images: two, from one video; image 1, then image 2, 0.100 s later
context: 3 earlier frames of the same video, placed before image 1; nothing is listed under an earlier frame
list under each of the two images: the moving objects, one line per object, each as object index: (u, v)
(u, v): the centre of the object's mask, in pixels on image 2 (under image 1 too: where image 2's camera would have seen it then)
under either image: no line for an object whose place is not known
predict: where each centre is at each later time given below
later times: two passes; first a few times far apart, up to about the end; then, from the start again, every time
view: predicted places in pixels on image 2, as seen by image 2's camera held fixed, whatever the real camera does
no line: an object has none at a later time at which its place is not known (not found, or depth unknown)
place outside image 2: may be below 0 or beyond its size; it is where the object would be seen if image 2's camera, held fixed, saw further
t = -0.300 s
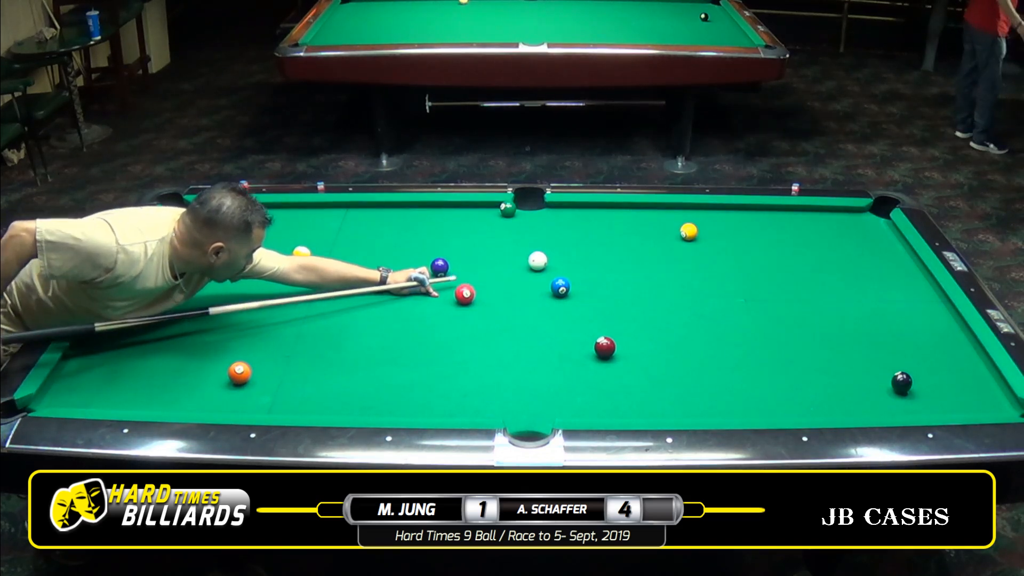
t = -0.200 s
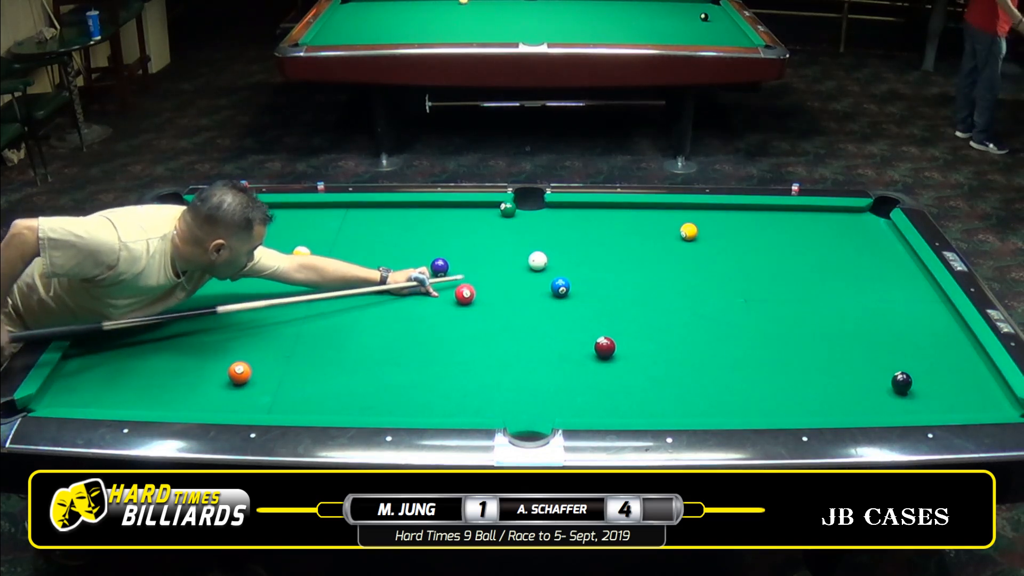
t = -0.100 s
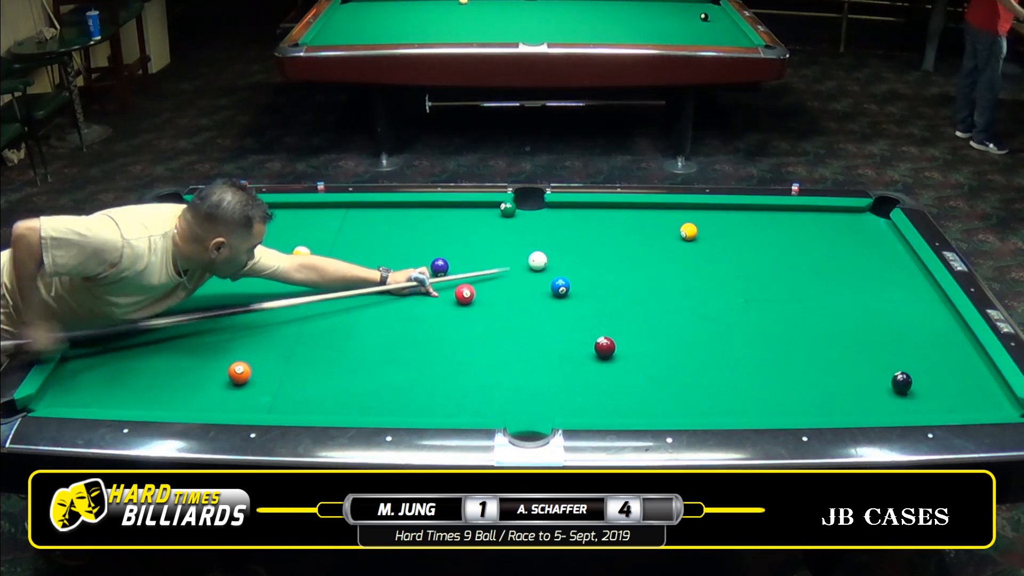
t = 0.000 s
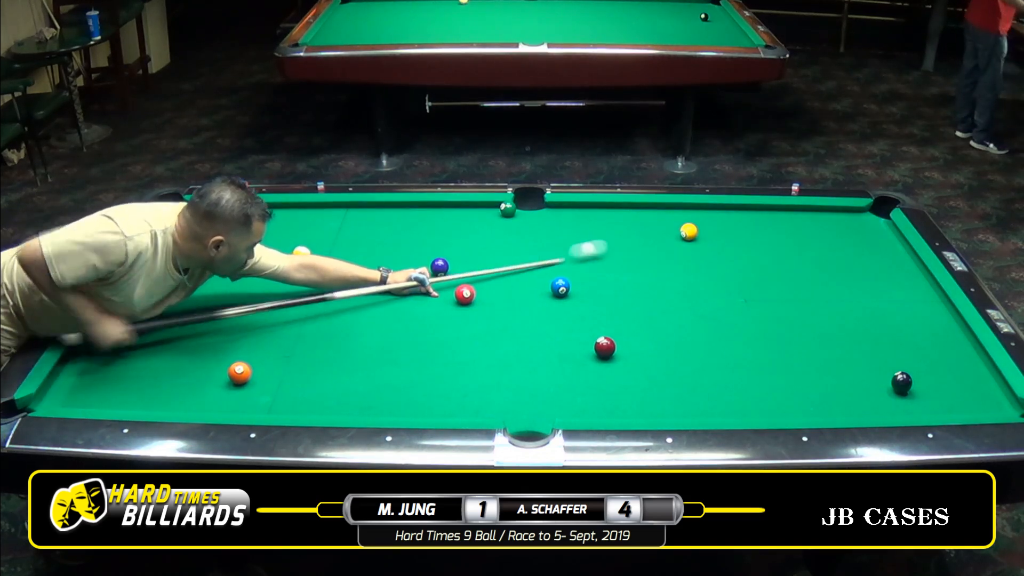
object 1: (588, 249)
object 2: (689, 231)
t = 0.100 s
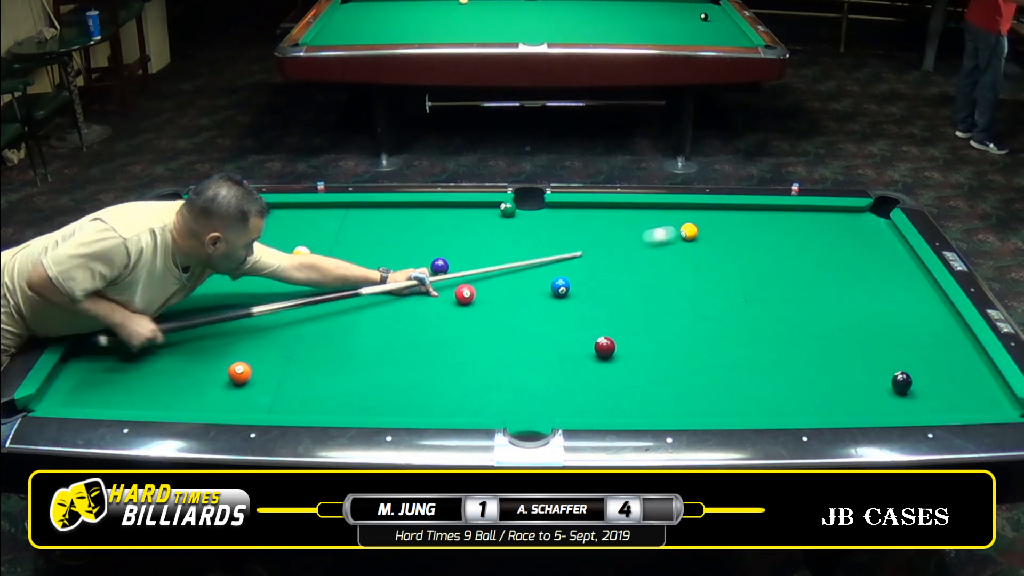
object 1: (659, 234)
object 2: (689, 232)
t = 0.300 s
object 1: (665, 228)
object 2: (790, 219)
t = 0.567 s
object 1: (653, 222)
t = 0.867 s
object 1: (642, 216)
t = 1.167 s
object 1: (632, 211)
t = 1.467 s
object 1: (624, 207)
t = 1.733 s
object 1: (620, 208)
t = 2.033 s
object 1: (617, 209)
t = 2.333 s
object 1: (615, 210)
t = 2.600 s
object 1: (615, 210)
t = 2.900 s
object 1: (615, 210)
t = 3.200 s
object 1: (615, 210)
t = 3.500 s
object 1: (615, 210)
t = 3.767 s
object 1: (615, 210)
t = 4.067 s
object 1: (615, 210)
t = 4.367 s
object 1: (615, 210)
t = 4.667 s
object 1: (615, 210)
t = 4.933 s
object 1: (615, 210)
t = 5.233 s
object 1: (615, 210)
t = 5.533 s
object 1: (615, 210)
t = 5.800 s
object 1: (615, 210)
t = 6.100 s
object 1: (615, 210)
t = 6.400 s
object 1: (615, 210)
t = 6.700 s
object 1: (615, 210)
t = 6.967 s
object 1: (615, 210)
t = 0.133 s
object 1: (672, 232)
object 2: (697, 229)
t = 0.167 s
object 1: (671, 231)
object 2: (718, 227)
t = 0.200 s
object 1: (670, 230)
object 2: (737, 225)
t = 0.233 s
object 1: (668, 230)
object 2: (756, 223)
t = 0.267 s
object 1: (666, 229)
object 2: (774, 221)
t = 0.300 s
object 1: (665, 228)
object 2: (790, 219)
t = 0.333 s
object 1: (663, 227)
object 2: (805, 218)
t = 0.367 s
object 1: (662, 226)
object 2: (819, 216)
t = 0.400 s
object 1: (660, 226)
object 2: (833, 214)
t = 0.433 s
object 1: (659, 225)
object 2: (847, 213)
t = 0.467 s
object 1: (657, 224)
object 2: (861, 211)
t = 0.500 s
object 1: (656, 223)
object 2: (875, 209)
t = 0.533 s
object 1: (655, 223)
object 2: (885, 209)
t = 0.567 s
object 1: (653, 222)
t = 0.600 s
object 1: (652, 221)
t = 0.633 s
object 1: (651, 220)
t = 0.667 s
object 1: (649, 220)
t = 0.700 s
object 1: (648, 219)
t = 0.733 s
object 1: (647, 219)
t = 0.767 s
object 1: (645, 218)
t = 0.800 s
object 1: (644, 217)
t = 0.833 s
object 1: (643, 217)
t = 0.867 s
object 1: (642, 216)
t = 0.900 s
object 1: (641, 216)
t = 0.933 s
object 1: (639, 215)
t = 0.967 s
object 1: (638, 214)
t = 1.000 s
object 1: (637, 214)
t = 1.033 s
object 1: (636, 213)
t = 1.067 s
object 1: (635, 213)
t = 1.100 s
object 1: (634, 212)
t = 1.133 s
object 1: (633, 212)
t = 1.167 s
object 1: (632, 211)
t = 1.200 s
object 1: (631, 211)
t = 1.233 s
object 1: (630, 210)
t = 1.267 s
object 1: (629, 210)
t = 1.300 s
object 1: (628, 209)
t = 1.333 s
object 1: (627, 209)
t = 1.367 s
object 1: (626, 208)
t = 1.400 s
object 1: (625, 208)
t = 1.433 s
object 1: (624, 207)
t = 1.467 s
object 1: (624, 207)
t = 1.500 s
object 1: (623, 207)
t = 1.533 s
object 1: (622, 206)
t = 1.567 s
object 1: (622, 206)
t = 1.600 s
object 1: (621, 207)
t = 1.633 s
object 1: (621, 207)
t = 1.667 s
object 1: (620, 207)
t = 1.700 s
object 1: (620, 207)
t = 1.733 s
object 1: (620, 208)
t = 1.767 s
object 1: (619, 208)
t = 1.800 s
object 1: (619, 208)
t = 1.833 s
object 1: (619, 208)
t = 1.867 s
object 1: (618, 208)
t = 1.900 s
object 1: (618, 208)
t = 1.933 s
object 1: (618, 209)
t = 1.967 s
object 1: (618, 209)
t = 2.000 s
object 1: (617, 209)
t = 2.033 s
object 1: (617, 209)
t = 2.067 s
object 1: (617, 209)
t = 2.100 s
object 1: (617, 209)
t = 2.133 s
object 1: (616, 209)
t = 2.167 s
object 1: (616, 209)
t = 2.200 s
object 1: (616, 209)
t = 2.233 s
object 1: (616, 210)
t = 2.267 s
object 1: (616, 210)
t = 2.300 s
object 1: (616, 210)
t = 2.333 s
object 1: (615, 210)
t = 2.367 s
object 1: (615, 210)
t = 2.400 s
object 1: (615, 210)
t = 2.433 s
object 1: (615, 210)
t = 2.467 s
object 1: (615, 210)
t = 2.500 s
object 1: (615, 210)
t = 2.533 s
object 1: (615, 210)
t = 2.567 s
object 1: (615, 210)
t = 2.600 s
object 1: (615, 210)
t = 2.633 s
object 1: (615, 210)
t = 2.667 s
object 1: (615, 210)
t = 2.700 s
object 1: (615, 210)
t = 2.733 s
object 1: (615, 210)
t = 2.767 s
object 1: (615, 210)
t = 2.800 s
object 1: (615, 210)
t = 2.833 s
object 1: (615, 210)
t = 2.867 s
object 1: (615, 210)
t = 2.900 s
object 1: (615, 210)
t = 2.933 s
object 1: (615, 210)
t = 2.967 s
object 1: (615, 210)
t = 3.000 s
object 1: (615, 210)
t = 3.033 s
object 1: (615, 210)
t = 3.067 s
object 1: (615, 210)
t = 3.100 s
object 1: (615, 210)
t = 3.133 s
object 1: (615, 210)
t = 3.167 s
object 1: (615, 210)
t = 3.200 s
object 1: (615, 210)
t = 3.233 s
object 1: (615, 210)
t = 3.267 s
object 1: (615, 210)
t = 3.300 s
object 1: (615, 210)
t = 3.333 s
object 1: (615, 210)
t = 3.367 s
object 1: (615, 210)
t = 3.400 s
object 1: (615, 210)
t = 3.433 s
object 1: (615, 210)
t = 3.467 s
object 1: (615, 210)
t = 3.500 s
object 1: (615, 210)
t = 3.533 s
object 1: (615, 210)
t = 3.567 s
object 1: (615, 210)
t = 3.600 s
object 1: (615, 210)
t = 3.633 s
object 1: (615, 210)
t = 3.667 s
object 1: (615, 210)
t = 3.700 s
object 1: (615, 210)
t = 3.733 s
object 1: (615, 210)
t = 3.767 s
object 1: (615, 210)
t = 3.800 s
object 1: (615, 210)
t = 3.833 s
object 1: (615, 210)
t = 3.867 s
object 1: (615, 210)
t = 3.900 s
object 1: (615, 210)
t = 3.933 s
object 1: (615, 210)
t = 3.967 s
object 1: (615, 210)
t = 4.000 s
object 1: (615, 210)
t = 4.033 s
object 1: (615, 210)
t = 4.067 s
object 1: (615, 210)
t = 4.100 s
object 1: (615, 210)
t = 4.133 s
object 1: (615, 210)
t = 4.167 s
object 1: (615, 210)
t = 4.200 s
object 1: (615, 210)
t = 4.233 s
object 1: (615, 210)
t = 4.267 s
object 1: (615, 210)
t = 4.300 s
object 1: (615, 210)
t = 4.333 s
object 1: (615, 210)
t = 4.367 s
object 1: (615, 210)
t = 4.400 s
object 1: (615, 210)
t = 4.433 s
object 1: (615, 210)
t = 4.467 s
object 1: (615, 210)
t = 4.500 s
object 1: (615, 210)
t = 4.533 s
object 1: (615, 210)
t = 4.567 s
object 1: (615, 210)
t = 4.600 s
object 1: (615, 210)
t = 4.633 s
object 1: (615, 210)
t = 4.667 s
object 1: (615, 210)
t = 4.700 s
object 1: (615, 210)
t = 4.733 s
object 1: (615, 210)
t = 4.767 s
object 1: (615, 210)
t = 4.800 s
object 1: (615, 210)
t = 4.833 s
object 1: (615, 210)
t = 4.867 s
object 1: (615, 210)
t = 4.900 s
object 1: (615, 210)
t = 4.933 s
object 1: (615, 210)
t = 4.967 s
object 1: (615, 210)
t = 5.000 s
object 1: (615, 210)
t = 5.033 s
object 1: (615, 210)
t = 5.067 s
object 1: (615, 210)
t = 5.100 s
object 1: (615, 210)
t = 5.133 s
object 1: (615, 210)
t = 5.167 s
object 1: (615, 210)
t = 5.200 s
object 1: (615, 210)
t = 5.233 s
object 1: (615, 210)
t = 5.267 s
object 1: (615, 210)
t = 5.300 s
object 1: (615, 210)
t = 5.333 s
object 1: (615, 210)
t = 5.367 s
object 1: (615, 210)
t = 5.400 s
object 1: (615, 210)
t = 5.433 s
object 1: (615, 210)
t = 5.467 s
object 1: (615, 210)
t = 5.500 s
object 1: (615, 210)
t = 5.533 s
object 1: (615, 210)
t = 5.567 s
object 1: (615, 210)
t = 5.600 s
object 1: (615, 210)
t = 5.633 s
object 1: (615, 210)
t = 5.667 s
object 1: (615, 210)
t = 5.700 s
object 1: (615, 210)
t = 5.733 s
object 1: (615, 210)
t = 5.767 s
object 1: (615, 210)
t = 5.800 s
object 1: (615, 210)
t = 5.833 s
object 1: (615, 210)
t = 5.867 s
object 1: (615, 210)
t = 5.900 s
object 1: (615, 210)
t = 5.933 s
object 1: (615, 210)
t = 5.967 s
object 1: (615, 210)
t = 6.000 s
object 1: (615, 210)
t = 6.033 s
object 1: (615, 210)
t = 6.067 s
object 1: (615, 210)
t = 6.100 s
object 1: (615, 210)
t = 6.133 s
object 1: (615, 210)
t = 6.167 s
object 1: (615, 210)
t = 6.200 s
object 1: (615, 210)
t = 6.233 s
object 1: (615, 210)
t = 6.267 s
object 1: (615, 210)
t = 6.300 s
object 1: (615, 210)
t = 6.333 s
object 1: (615, 210)
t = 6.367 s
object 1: (615, 210)
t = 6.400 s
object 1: (615, 210)
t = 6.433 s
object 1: (615, 210)
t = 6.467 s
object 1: (615, 210)
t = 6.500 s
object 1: (615, 210)
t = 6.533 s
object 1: (615, 210)
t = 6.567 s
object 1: (615, 210)
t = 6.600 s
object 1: (615, 210)
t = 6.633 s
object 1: (615, 210)
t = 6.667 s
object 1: (615, 210)
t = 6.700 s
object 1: (615, 210)
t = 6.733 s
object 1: (615, 210)
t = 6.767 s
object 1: (615, 210)
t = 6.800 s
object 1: (615, 210)
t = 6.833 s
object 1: (615, 210)
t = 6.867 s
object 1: (615, 210)
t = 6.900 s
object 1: (615, 210)
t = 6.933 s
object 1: (615, 210)
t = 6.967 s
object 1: (615, 210)
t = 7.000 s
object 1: (615, 210)
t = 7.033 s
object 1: (615, 210)
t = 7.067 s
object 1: (615, 210)
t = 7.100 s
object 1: (615, 210)
